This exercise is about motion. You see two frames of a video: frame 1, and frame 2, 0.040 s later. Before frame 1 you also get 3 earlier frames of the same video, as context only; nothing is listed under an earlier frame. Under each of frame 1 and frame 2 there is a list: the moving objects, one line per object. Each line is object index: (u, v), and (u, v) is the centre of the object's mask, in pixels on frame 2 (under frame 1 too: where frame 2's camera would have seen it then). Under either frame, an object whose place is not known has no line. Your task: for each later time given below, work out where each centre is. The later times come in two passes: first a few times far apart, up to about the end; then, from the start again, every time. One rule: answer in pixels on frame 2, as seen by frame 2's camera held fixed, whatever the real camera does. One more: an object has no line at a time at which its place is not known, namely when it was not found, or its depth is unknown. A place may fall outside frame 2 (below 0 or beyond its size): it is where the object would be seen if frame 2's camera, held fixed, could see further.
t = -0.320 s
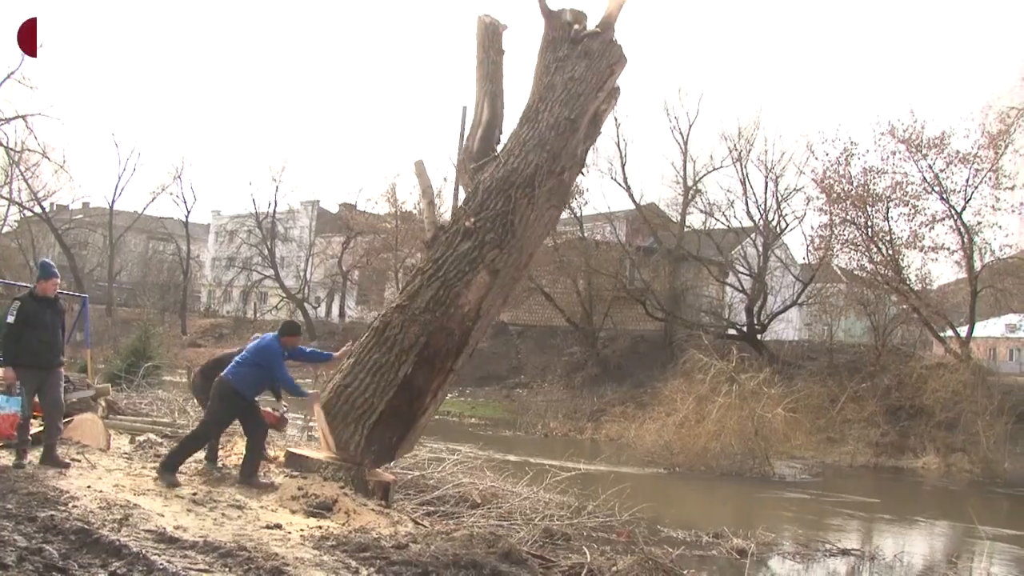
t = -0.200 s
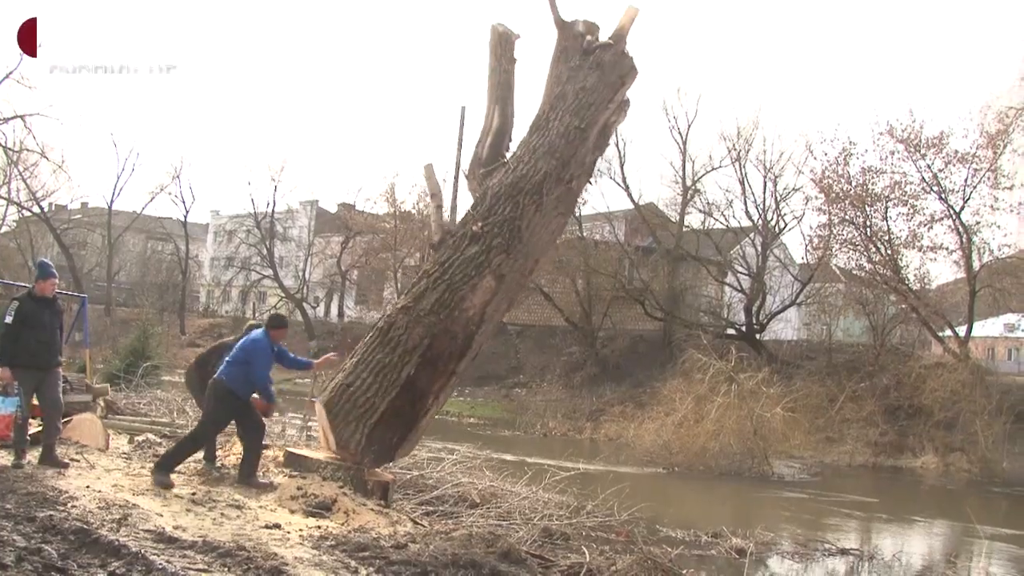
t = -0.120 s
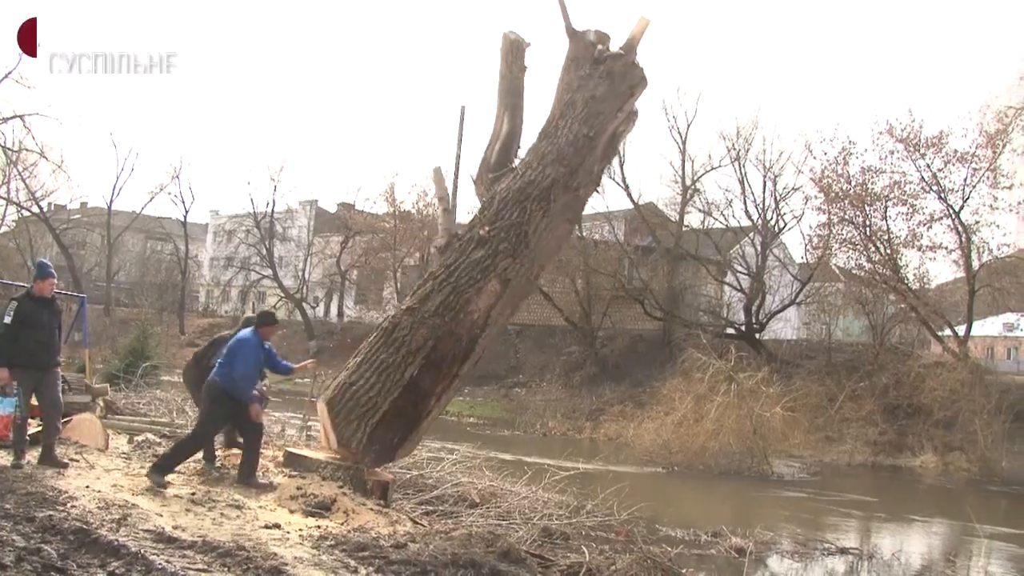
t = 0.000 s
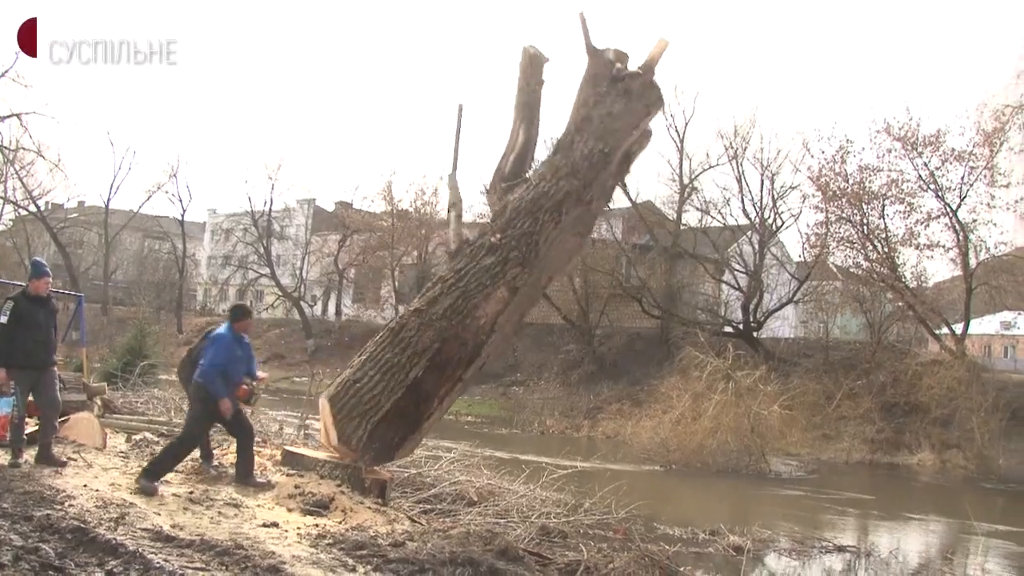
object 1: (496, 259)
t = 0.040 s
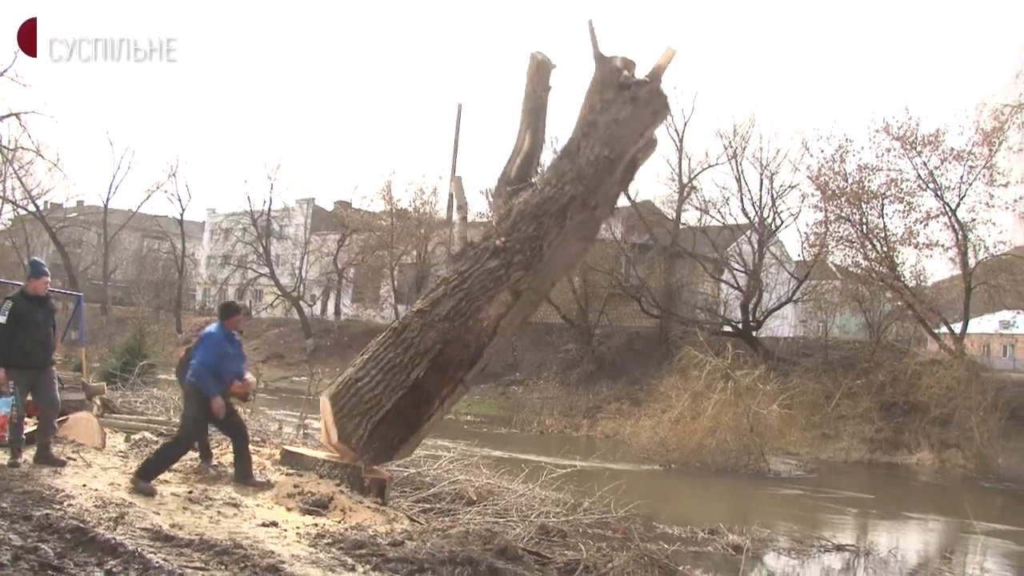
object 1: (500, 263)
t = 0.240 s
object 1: (523, 295)
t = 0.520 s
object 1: (563, 359)
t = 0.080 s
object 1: (504, 268)
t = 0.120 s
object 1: (508, 273)
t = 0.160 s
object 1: (513, 280)
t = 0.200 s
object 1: (518, 287)
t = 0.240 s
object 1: (523, 295)
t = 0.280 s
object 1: (529, 303)
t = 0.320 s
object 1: (537, 310)
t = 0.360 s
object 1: (536, 320)
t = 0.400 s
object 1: (542, 330)
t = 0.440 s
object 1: (547, 339)
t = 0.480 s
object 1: (557, 350)
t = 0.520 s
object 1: (563, 359)
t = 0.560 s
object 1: (567, 374)
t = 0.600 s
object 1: (567, 390)
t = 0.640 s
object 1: (576, 404)
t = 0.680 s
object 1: (581, 420)
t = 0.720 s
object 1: (588, 436)
